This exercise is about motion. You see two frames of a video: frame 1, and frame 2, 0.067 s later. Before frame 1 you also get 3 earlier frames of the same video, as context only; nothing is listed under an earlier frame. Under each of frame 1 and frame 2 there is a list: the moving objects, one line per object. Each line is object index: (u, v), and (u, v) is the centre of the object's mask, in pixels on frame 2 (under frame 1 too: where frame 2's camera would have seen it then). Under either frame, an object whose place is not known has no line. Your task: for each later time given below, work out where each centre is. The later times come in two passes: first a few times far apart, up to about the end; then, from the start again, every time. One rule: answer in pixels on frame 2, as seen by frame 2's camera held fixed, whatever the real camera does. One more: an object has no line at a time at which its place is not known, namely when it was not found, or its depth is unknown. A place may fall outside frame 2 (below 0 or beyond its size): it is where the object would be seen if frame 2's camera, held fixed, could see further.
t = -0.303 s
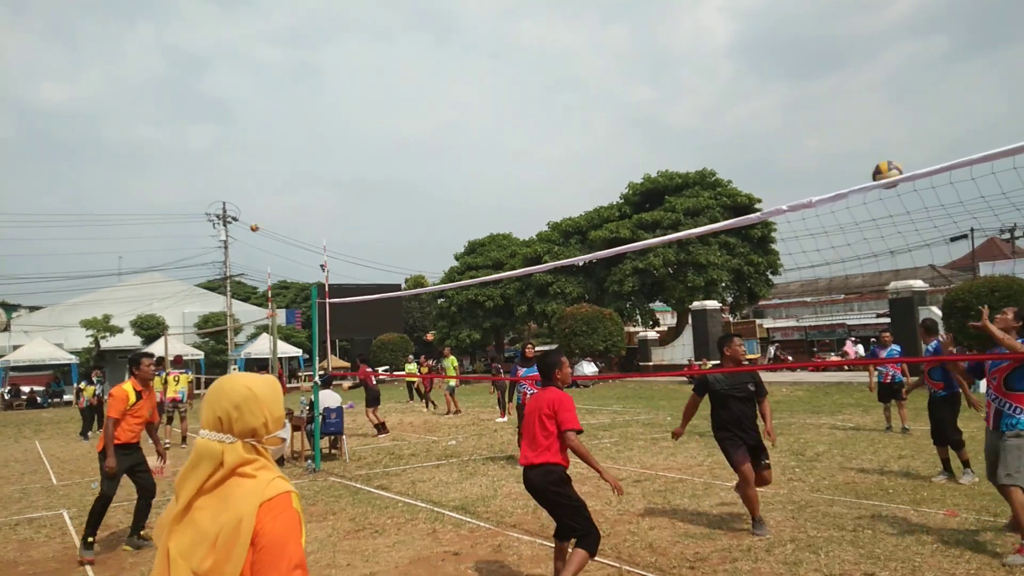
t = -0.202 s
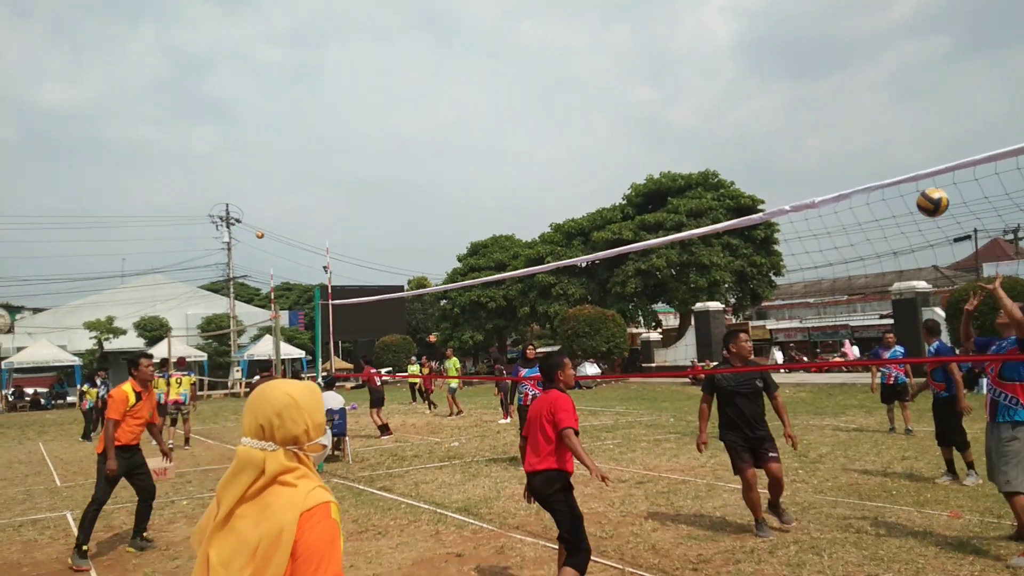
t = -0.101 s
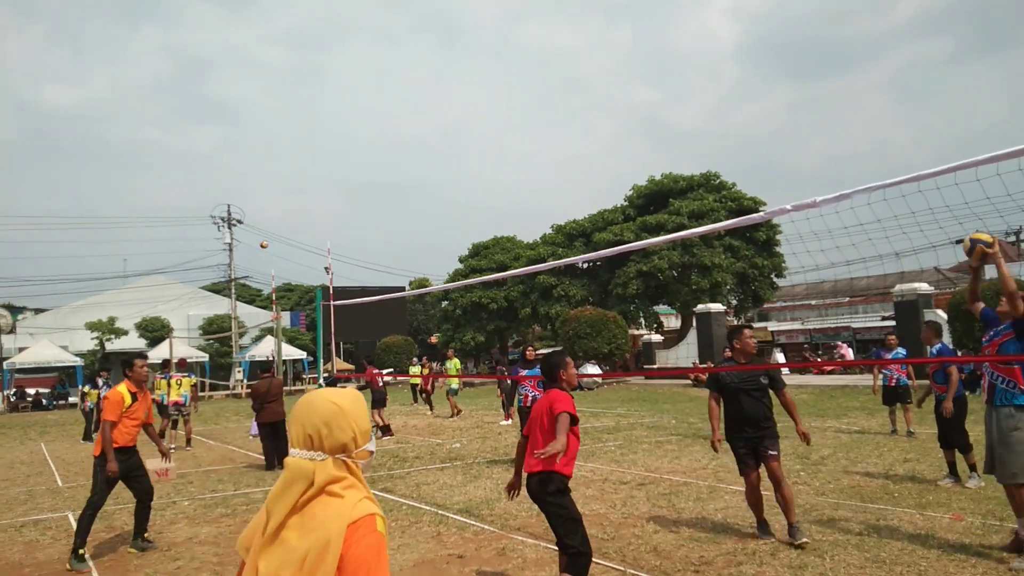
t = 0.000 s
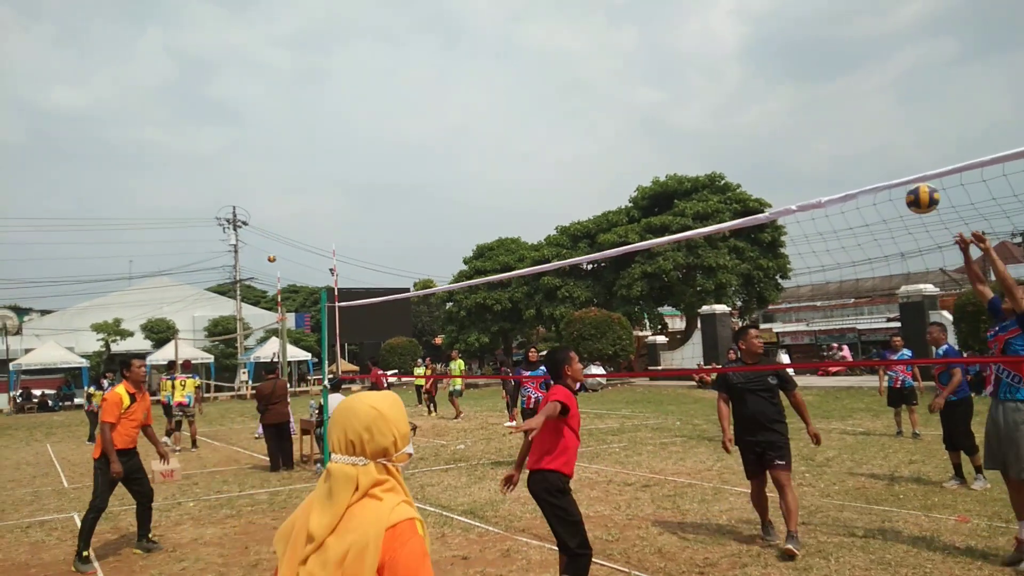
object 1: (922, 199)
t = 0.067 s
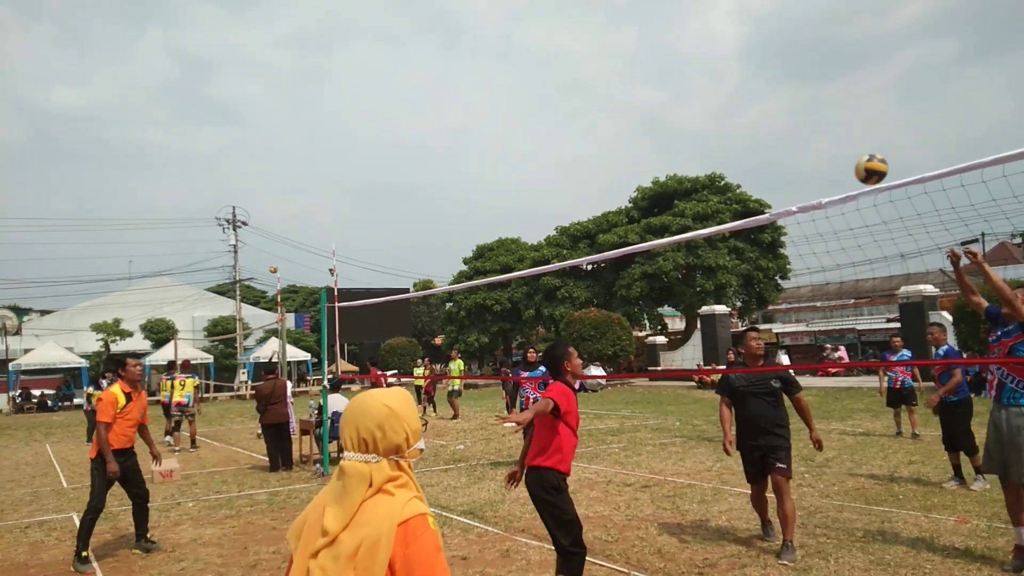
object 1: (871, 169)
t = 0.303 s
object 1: (697, 117)
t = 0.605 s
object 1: (486, 165)
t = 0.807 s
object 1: (353, 269)
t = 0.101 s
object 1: (846, 157)
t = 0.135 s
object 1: (820, 146)
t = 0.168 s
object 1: (795, 137)
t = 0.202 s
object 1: (770, 130)
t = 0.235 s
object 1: (745, 124)
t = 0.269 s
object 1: (721, 120)
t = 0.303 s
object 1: (697, 117)
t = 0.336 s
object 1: (673, 116)
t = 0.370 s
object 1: (649, 116)
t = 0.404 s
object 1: (625, 118)
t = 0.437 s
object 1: (601, 122)
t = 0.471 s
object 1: (578, 127)
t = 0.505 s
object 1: (555, 134)
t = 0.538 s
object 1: (532, 143)
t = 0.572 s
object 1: (509, 153)
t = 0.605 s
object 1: (486, 165)
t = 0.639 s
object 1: (464, 178)
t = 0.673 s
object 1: (442, 193)
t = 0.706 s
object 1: (419, 209)
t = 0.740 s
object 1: (397, 227)
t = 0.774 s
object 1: (375, 247)
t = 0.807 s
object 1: (353, 269)
